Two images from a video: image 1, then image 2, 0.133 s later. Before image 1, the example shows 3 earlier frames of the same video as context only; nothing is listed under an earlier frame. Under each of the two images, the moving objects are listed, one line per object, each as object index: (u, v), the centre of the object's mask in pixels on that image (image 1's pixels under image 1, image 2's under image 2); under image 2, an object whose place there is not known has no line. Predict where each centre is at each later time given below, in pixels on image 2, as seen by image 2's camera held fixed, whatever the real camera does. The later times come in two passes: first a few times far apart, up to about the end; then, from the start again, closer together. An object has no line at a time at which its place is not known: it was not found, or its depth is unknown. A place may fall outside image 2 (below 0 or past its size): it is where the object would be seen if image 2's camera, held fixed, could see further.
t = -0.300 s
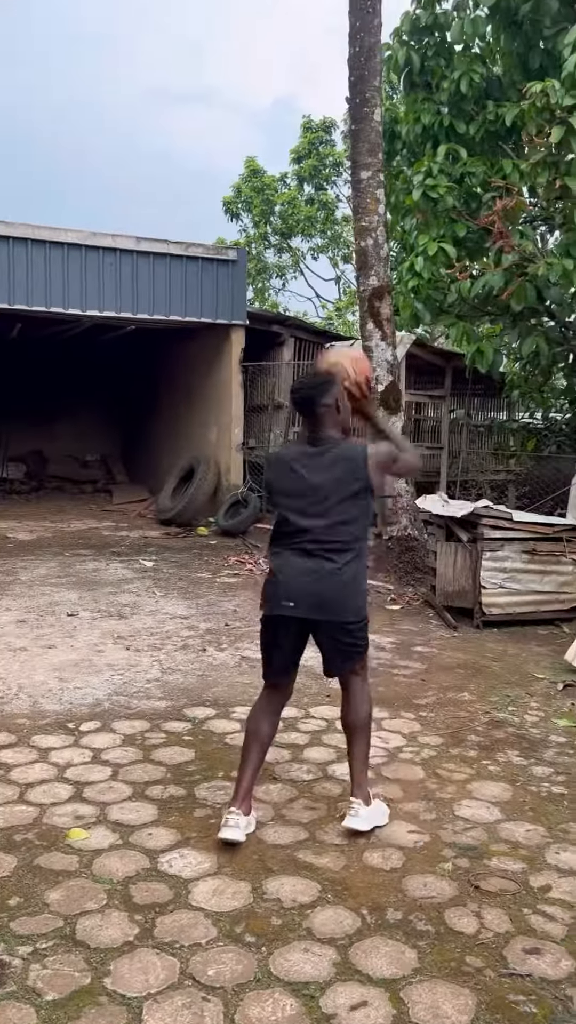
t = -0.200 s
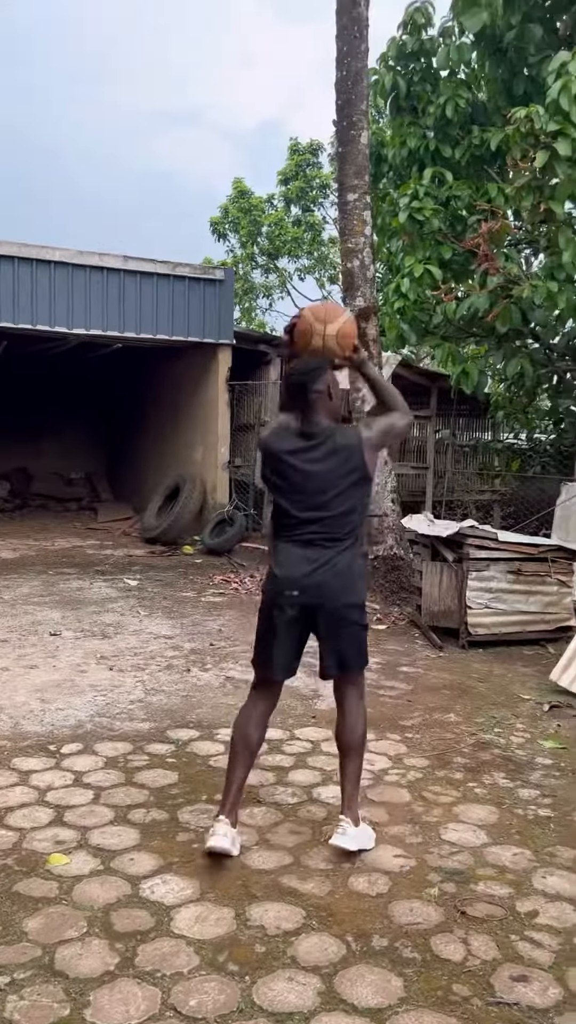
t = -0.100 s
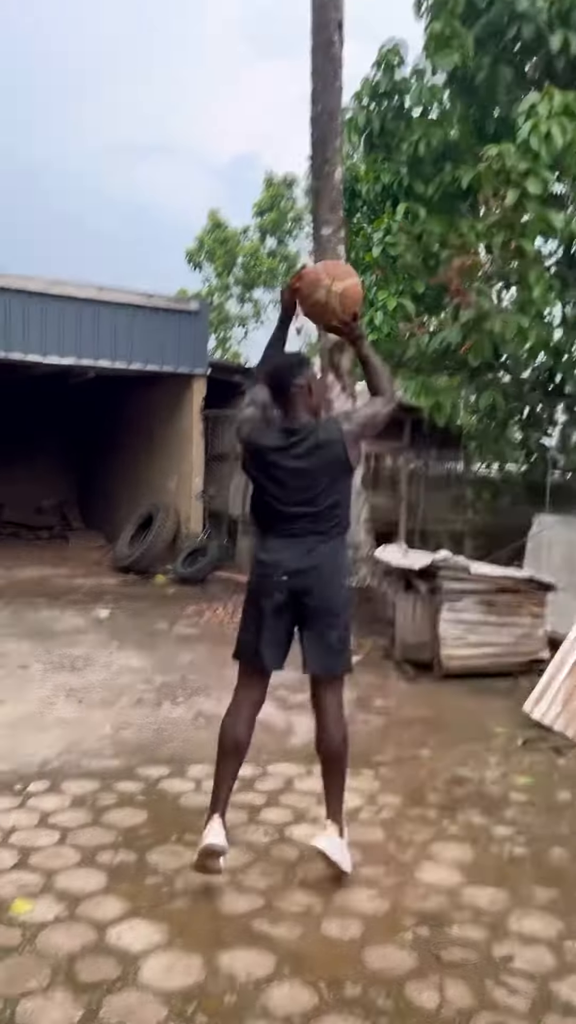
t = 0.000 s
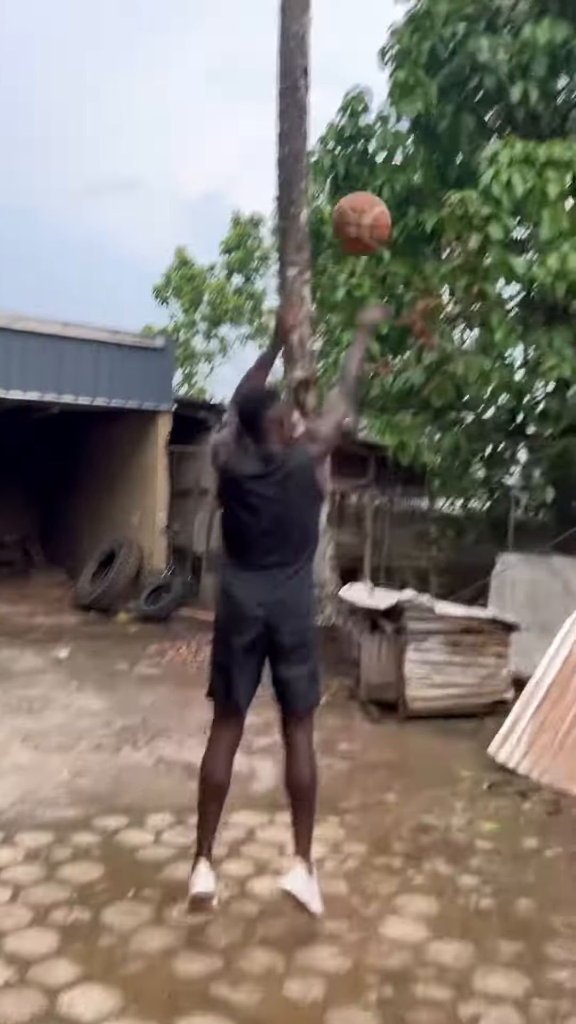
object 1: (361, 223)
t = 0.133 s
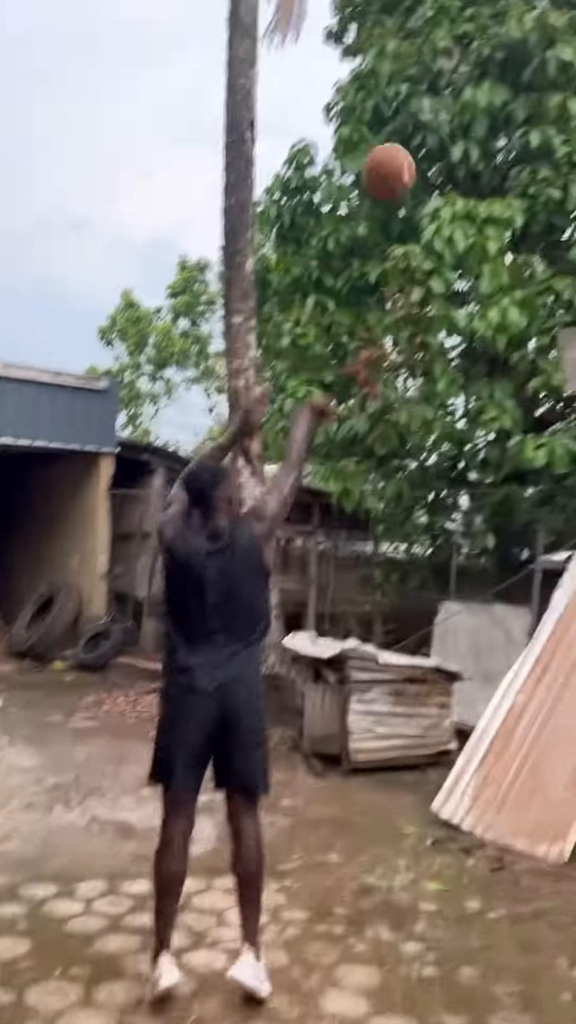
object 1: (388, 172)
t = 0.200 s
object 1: (423, 142)
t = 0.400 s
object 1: (506, 115)
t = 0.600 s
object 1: (567, 154)
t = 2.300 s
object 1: (503, 811)
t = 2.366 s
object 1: (484, 798)
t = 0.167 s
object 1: (407, 156)
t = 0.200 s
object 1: (423, 142)
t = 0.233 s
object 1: (440, 131)
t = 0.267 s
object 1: (455, 122)
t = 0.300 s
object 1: (469, 117)
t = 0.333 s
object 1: (481, 115)
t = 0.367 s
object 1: (494, 114)
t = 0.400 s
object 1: (506, 115)
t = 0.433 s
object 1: (517, 117)
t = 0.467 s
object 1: (528, 121)
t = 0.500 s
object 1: (539, 127)
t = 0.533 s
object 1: (550, 134)
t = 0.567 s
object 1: (559, 143)
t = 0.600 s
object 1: (567, 154)
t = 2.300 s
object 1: (503, 811)
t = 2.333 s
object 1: (493, 803)
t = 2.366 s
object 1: (484, 798)
